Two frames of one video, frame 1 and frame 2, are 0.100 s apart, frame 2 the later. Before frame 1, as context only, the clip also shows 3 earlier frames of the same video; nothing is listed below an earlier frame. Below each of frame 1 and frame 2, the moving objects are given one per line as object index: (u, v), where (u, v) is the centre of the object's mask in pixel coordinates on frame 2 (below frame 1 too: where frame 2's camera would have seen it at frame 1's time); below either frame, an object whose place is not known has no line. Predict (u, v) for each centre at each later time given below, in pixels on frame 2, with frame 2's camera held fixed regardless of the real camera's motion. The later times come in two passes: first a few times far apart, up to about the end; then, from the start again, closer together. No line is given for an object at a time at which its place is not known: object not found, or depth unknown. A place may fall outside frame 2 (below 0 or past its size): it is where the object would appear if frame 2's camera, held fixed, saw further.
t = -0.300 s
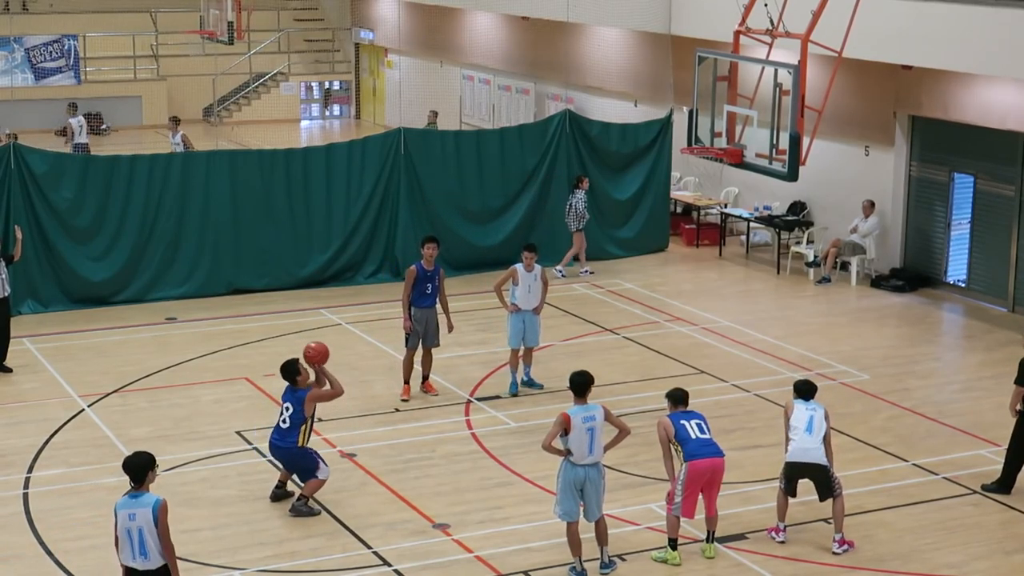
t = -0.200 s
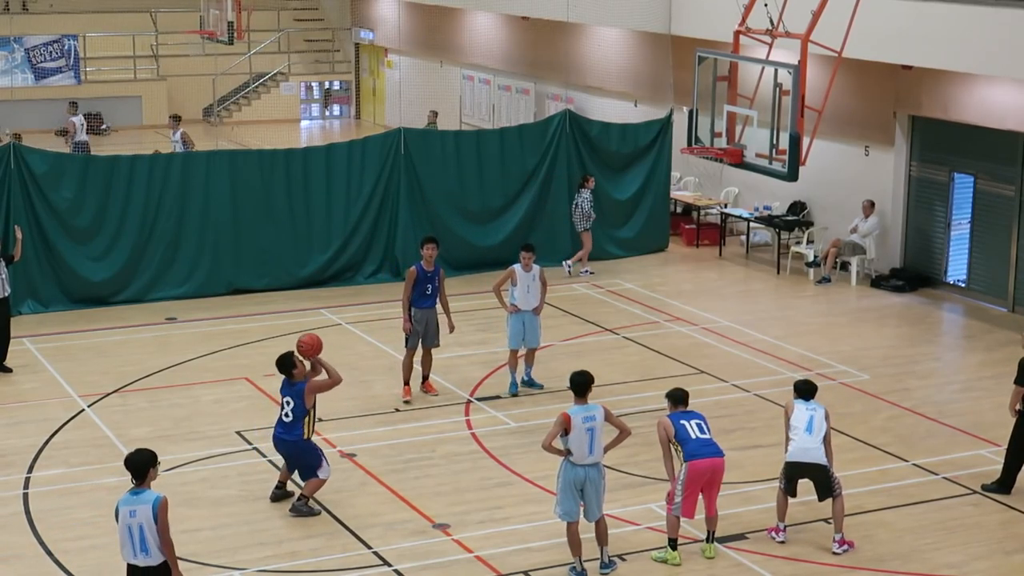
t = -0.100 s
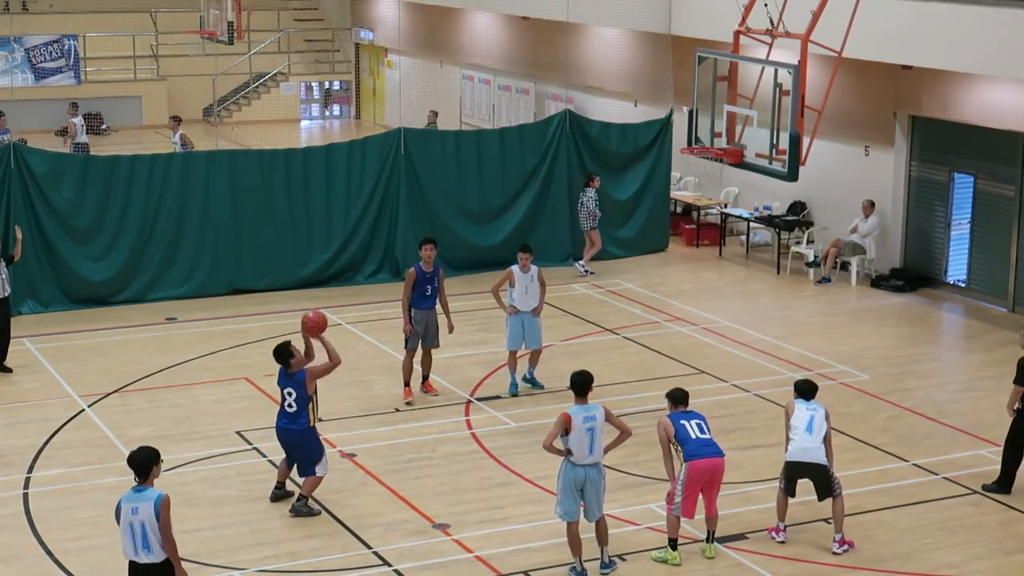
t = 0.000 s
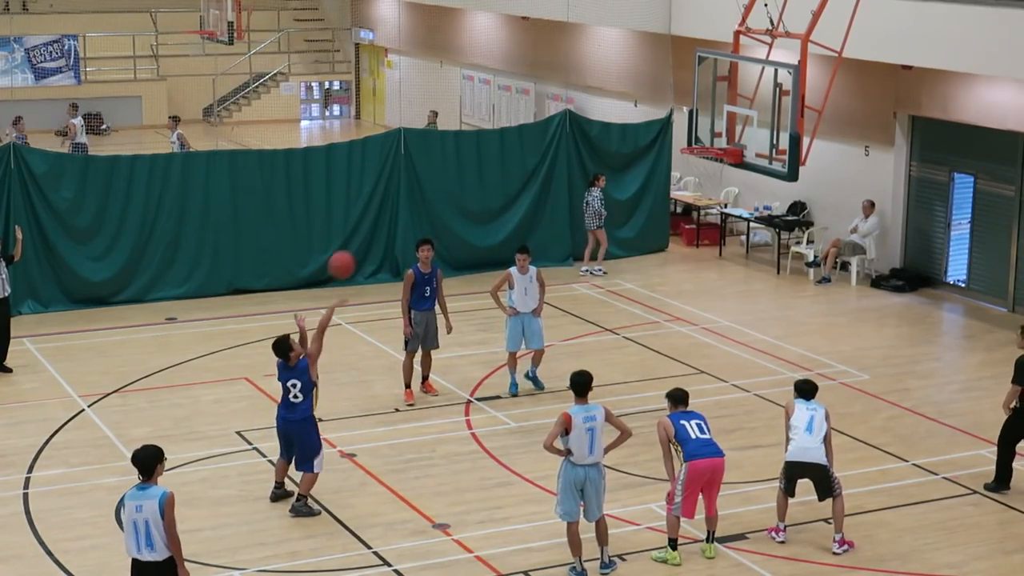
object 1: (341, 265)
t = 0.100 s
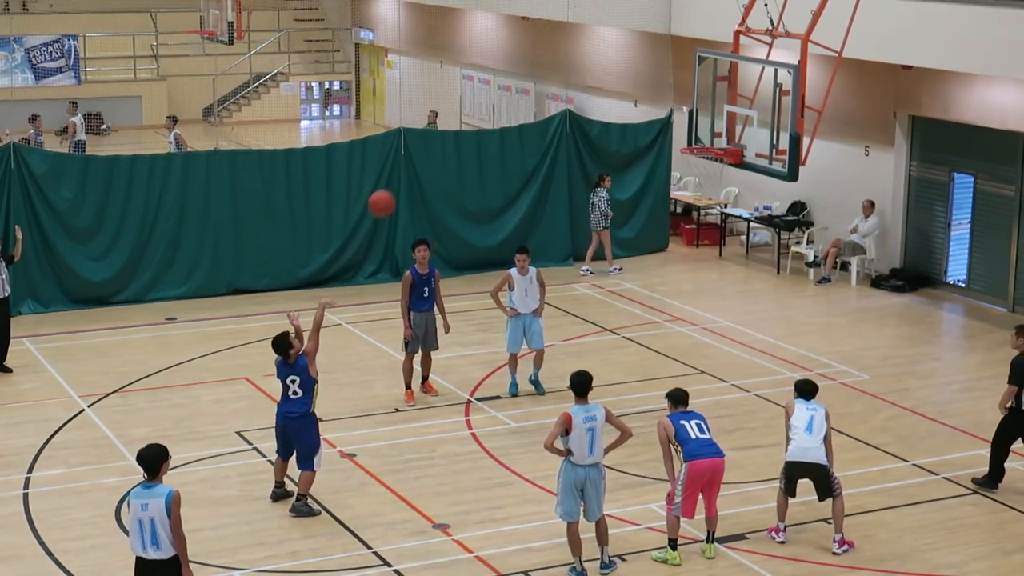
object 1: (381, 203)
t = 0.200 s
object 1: (421, 152)
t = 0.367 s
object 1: (485, 93)
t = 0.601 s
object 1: (571, 58)
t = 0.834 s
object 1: (651, 79)
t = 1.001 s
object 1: (704, 125)
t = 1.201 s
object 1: (653, 133)
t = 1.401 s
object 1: (563, 153)
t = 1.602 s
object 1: (474, 211)
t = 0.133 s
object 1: (395, 185)
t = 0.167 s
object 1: (408, 168)
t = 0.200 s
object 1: (421, 152)
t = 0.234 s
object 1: (434, 138)
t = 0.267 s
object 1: (447, 125)
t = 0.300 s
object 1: (460, 113)
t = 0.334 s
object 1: (472, 102)
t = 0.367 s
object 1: (485, 93)
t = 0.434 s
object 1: (510, 78)
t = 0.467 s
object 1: (522, 71)
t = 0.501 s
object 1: (535, 66)
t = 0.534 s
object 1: (547, 62)
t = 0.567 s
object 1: (559, 60)
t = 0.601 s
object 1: (571, 58)
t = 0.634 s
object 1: (582, 58)
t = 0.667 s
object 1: (594, 58)
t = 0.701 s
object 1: (606, 60)
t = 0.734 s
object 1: (617, 63)
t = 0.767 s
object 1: (629, 68)
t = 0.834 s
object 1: (651, 79)
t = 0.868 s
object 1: (662, 87)
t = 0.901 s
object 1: (672, 95)
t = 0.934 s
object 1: (683, 104)
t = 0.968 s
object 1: (694, 114)
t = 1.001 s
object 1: (704, 125)
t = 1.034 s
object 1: (714, 138)
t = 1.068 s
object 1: (713, 141)
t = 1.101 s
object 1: (698, 138)
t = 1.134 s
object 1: (683, 136)
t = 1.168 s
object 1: (668, 133)
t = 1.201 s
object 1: (653, 133)
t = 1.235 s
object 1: (638, 134)
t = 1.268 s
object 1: (623, 136)
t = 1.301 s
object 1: (608, 138)
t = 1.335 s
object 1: (593, 142)
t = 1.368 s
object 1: (578, 147)
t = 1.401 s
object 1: (563, 153)
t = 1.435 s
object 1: (548, 160)
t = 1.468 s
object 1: (533, 168)
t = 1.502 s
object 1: (519, 178)
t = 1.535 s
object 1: (504, 188)
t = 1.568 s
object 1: (490, 199)
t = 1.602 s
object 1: (474, 211)
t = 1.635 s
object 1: (460, 225)
